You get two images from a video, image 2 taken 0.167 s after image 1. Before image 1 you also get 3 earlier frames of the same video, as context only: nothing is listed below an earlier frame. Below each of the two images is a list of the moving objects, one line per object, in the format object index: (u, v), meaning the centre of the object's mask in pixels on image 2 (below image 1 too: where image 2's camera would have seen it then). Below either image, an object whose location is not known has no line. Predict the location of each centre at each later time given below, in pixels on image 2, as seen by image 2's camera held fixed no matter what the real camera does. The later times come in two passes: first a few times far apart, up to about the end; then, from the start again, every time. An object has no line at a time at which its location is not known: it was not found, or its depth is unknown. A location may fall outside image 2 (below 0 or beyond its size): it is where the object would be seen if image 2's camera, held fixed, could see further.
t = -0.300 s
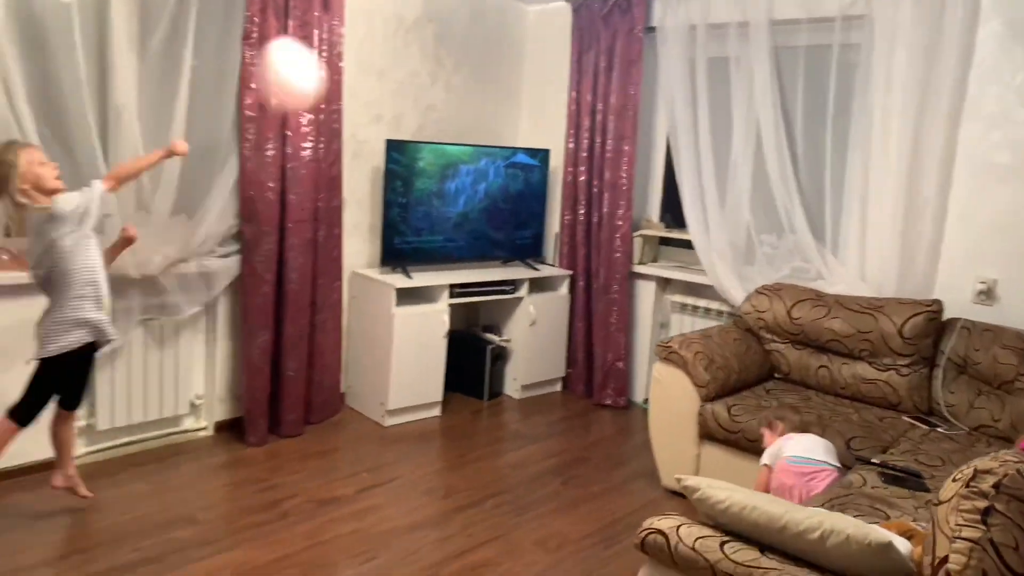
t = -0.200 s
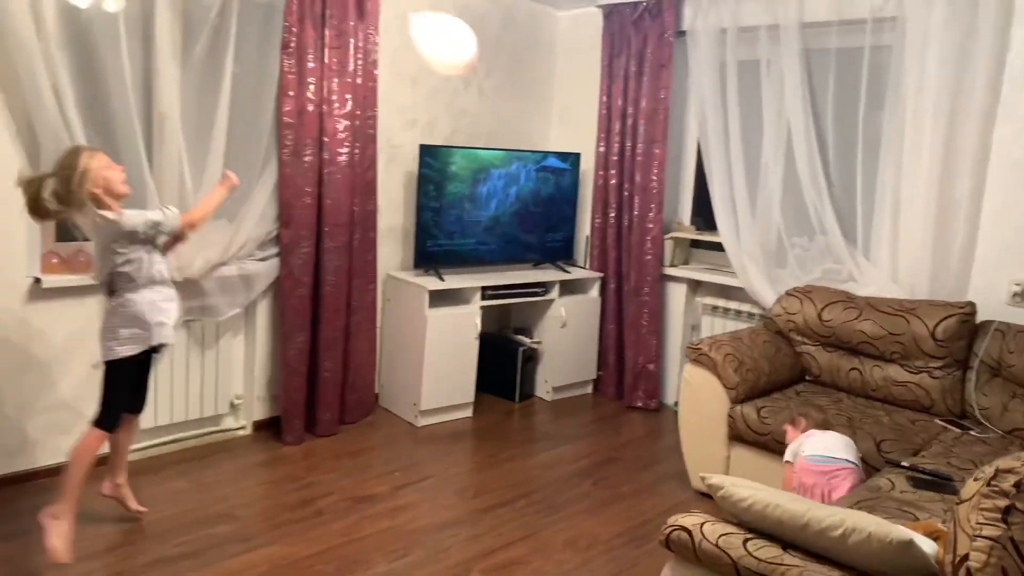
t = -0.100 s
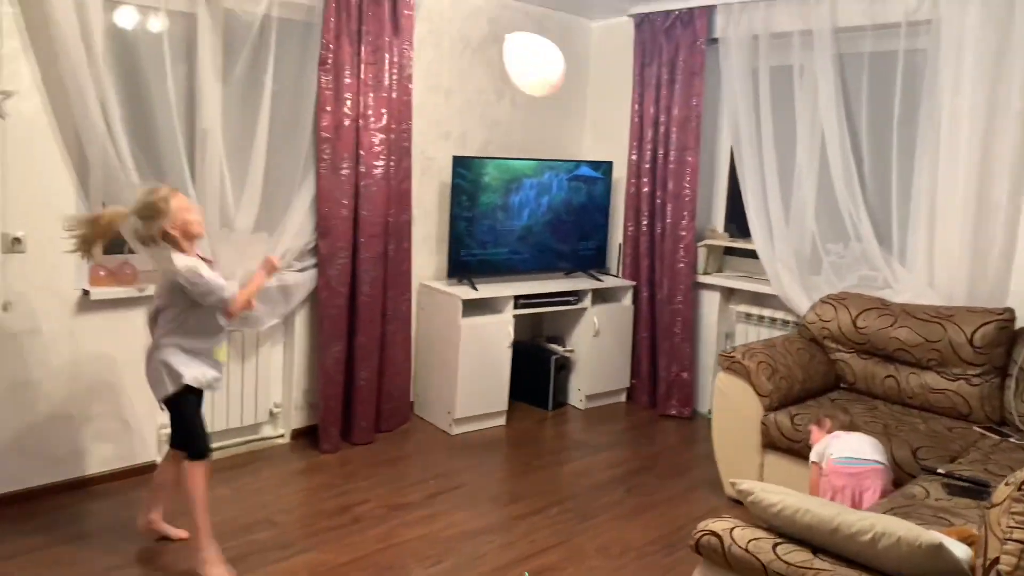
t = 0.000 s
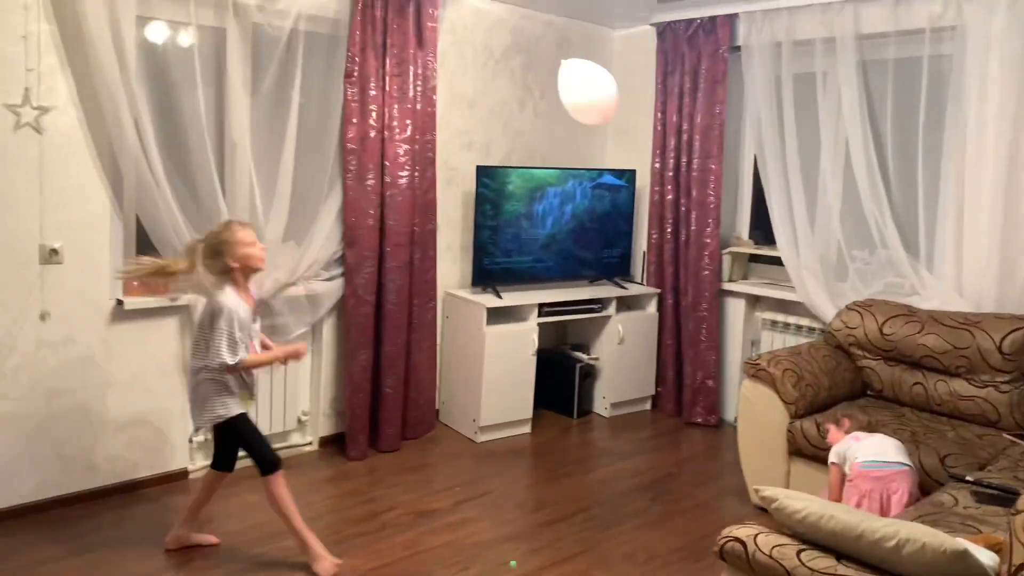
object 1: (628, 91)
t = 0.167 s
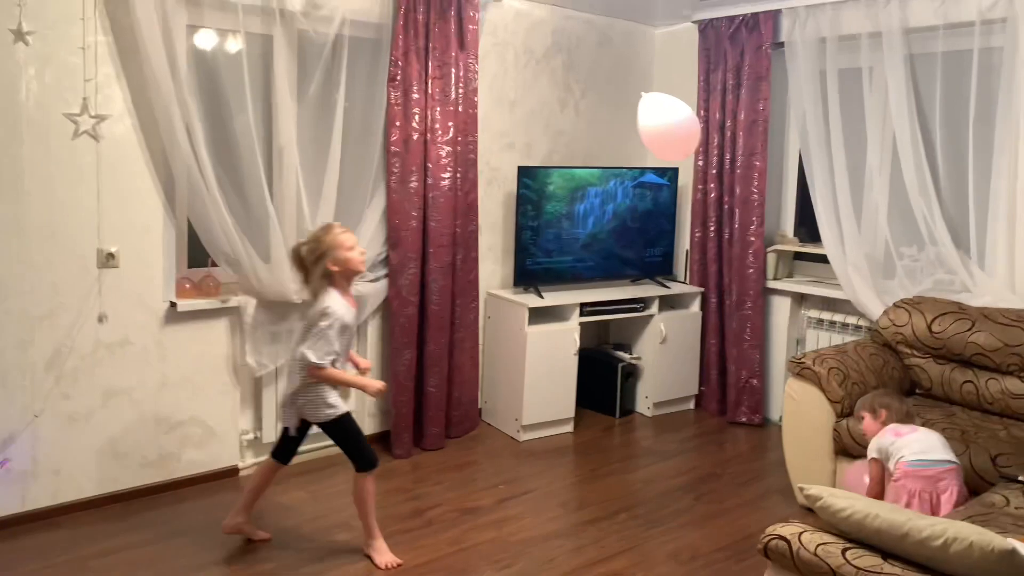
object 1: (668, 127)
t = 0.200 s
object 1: (675, 135)
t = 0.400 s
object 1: (712, 199)
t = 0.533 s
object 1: (733, 247)
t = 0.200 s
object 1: (675, 135)
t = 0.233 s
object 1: (682, 145)
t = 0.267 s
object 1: (688, 155)
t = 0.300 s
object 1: (694, 165)
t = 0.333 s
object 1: (700, 176)
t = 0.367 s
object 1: (706, 187)
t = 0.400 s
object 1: (712, 199)
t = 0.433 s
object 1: (719, 211)
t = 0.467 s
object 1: (724, 223)
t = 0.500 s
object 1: (729, 235)
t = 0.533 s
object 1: (733, 247)
